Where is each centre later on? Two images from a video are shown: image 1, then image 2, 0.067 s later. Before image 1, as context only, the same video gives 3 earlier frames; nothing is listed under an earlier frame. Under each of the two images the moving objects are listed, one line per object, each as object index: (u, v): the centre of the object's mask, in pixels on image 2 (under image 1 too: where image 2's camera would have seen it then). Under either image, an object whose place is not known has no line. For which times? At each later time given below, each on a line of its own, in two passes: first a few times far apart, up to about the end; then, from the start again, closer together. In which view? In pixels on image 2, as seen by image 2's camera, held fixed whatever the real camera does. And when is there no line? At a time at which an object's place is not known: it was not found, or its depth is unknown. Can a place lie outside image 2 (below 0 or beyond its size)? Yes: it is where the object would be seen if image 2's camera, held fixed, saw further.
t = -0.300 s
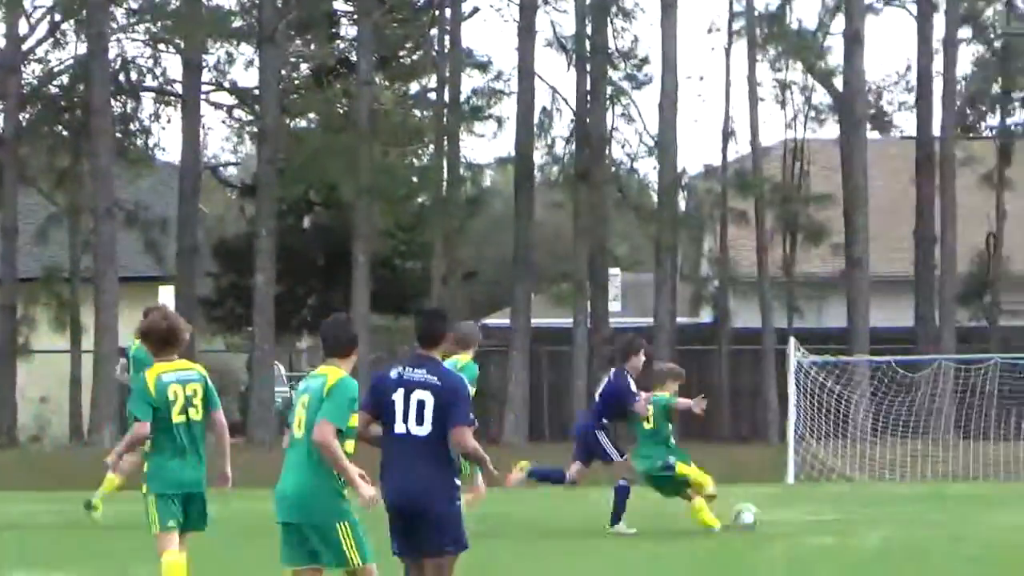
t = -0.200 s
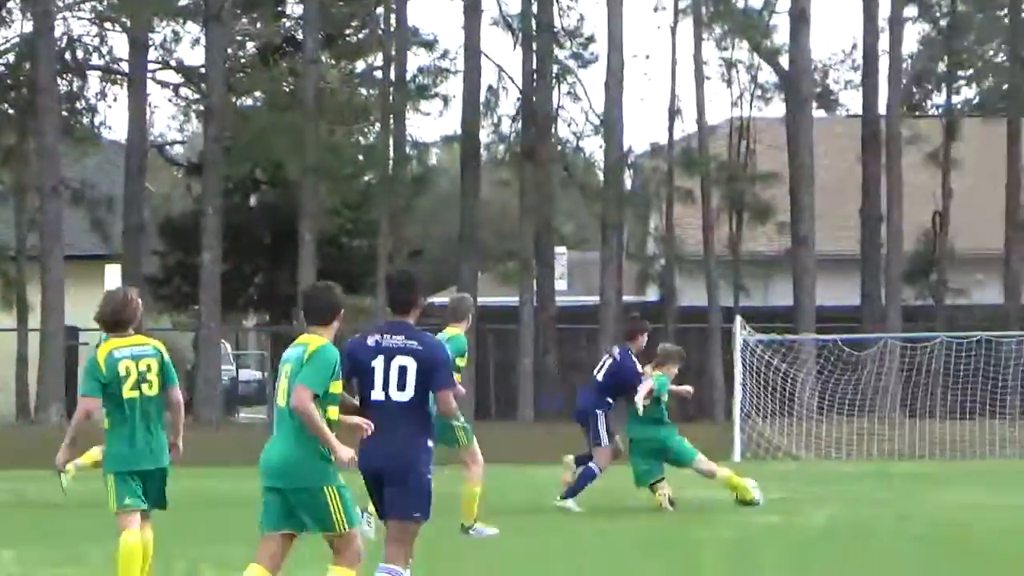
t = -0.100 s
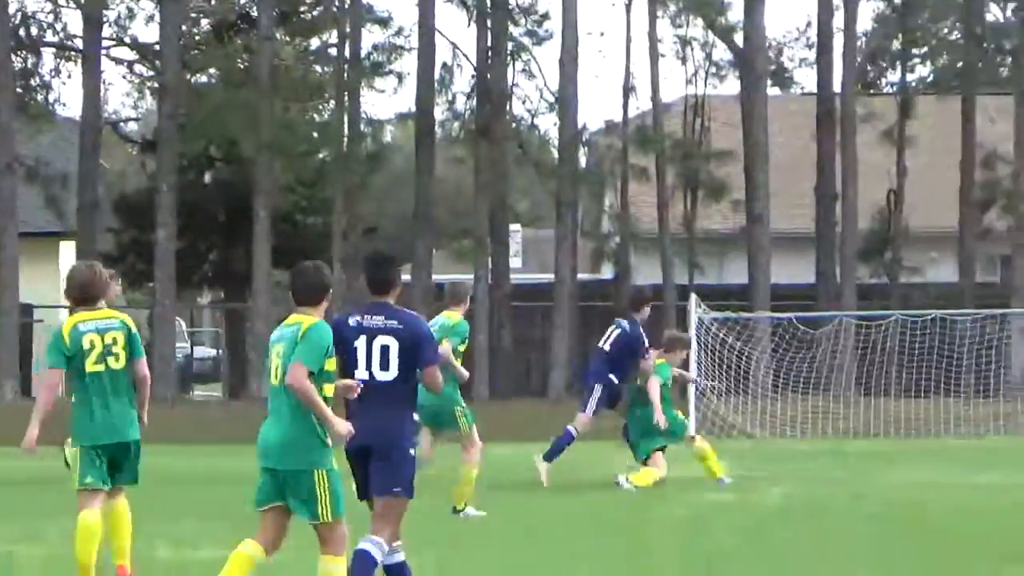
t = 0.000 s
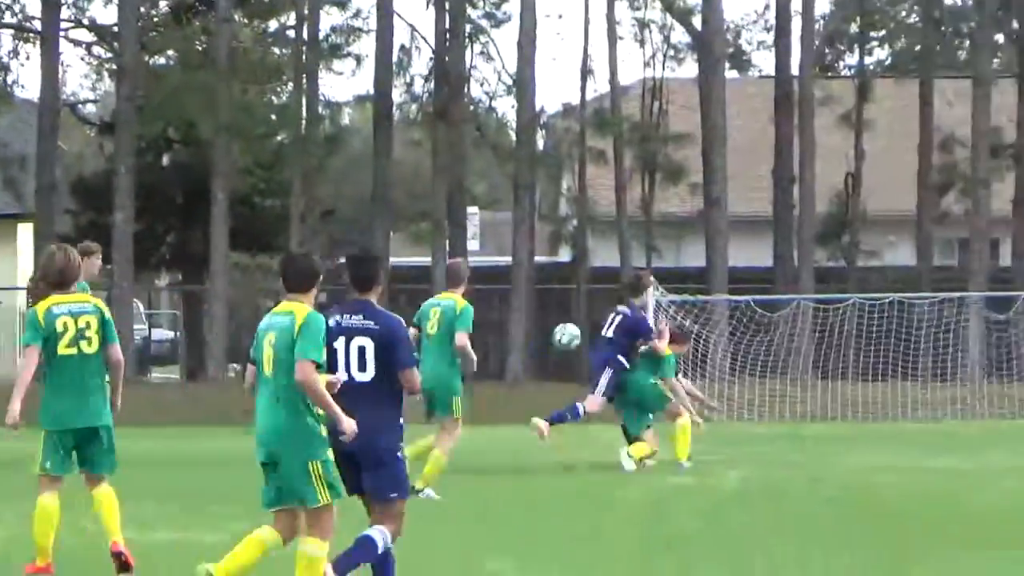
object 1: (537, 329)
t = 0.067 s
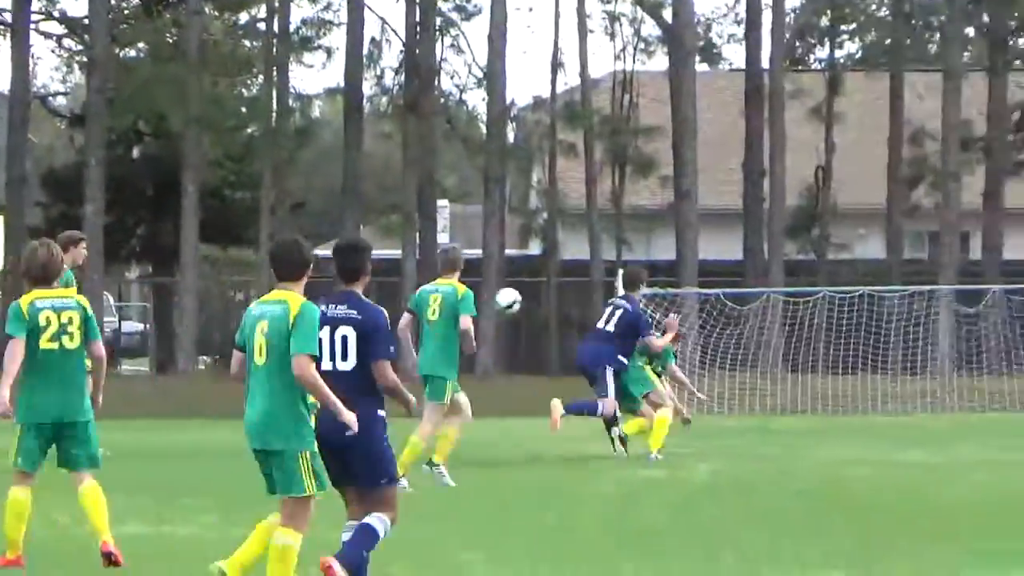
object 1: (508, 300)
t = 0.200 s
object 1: (457, 256)
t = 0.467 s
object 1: (343, 225)
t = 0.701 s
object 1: (254, 251)
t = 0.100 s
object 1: (494, 285)
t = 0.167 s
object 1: (464, 265)
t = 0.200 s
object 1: (457, 256)
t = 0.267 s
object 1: (428, 241)
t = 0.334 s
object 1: (396, 228)
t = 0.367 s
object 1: (384, 227)
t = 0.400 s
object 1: (370, 225)
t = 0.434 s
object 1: (356, 225)
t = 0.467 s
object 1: (343, 225)
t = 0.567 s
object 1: (305, 231)
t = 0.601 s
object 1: (291, 234)
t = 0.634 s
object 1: (278, 238)
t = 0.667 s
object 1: (266, 245)
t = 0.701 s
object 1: (254, 251)
